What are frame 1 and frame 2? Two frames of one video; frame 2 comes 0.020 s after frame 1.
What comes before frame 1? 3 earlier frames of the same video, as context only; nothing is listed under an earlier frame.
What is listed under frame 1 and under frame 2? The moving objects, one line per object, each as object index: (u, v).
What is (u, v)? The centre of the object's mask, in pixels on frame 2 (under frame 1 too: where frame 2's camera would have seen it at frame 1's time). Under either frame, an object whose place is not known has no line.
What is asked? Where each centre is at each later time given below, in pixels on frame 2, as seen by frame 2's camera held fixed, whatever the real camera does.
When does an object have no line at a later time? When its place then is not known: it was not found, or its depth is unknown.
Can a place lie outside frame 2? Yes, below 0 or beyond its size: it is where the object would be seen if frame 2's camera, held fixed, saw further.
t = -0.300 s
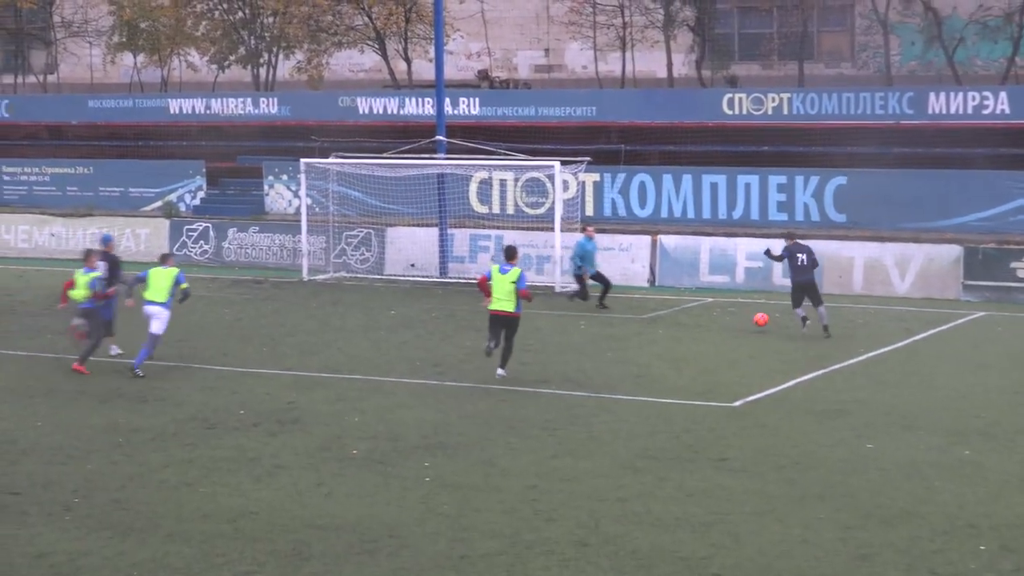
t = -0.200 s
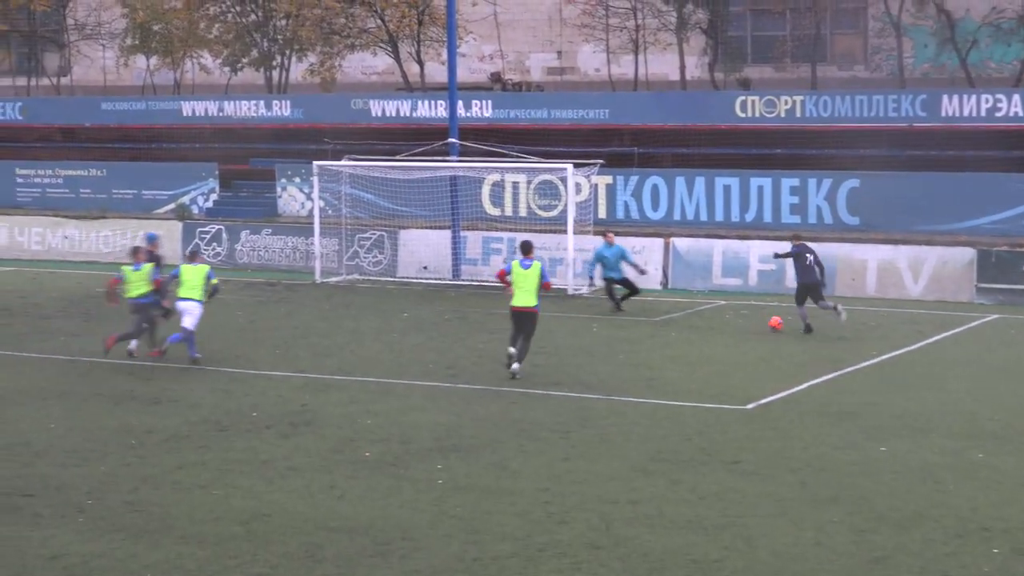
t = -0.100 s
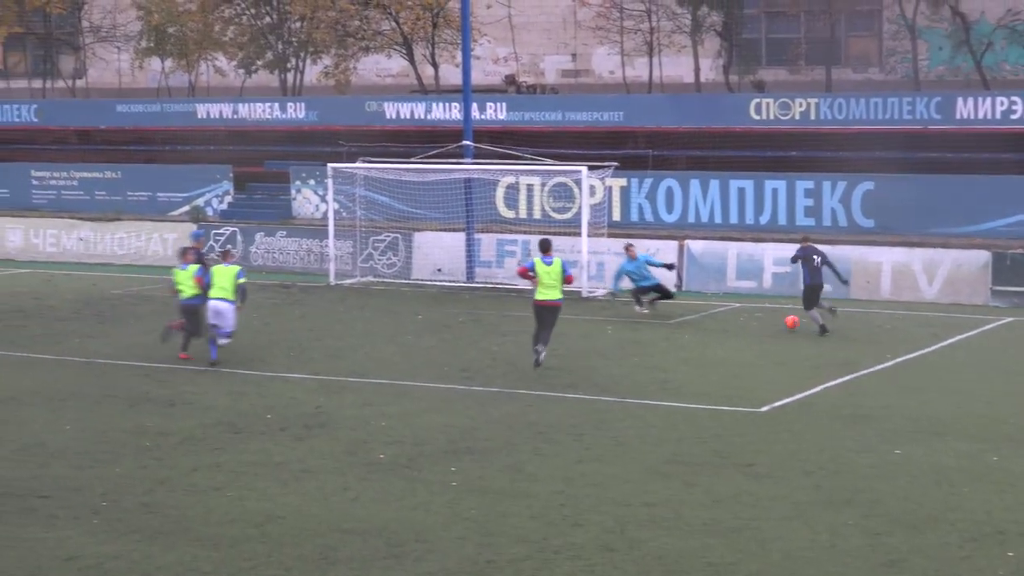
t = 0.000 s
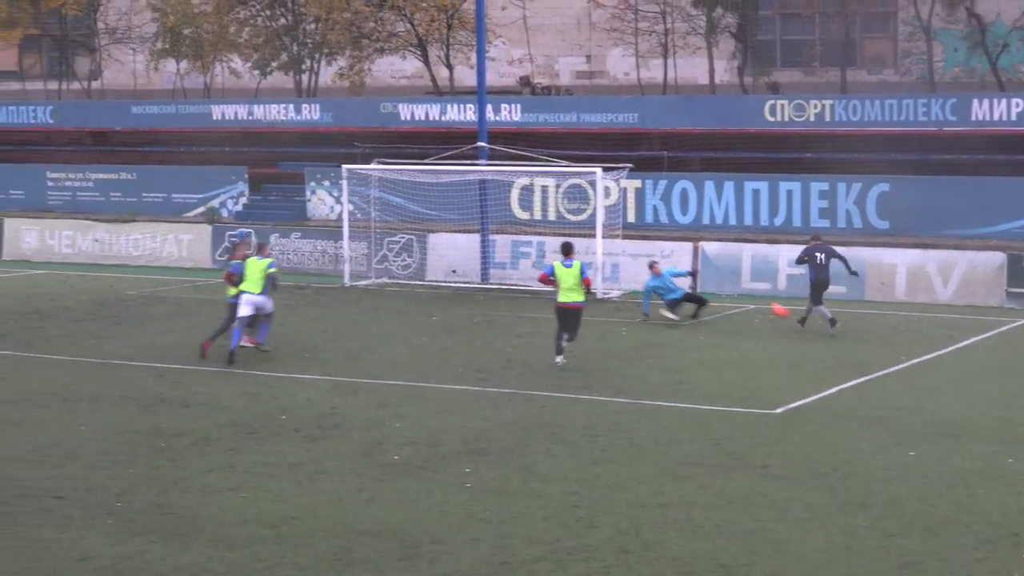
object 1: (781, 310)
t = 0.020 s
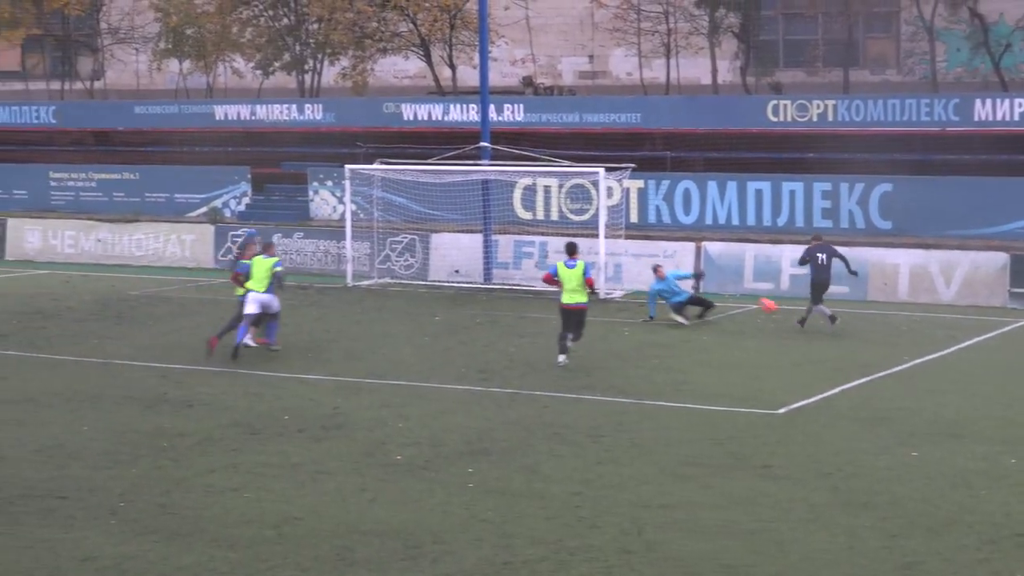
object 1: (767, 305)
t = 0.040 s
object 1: (754, 300)
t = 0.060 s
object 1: (741, 296)
